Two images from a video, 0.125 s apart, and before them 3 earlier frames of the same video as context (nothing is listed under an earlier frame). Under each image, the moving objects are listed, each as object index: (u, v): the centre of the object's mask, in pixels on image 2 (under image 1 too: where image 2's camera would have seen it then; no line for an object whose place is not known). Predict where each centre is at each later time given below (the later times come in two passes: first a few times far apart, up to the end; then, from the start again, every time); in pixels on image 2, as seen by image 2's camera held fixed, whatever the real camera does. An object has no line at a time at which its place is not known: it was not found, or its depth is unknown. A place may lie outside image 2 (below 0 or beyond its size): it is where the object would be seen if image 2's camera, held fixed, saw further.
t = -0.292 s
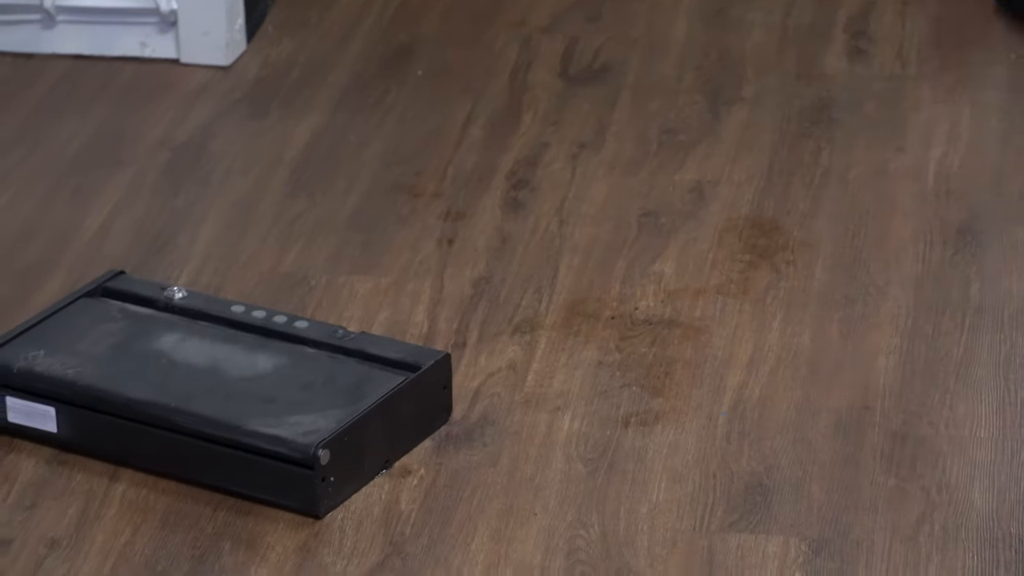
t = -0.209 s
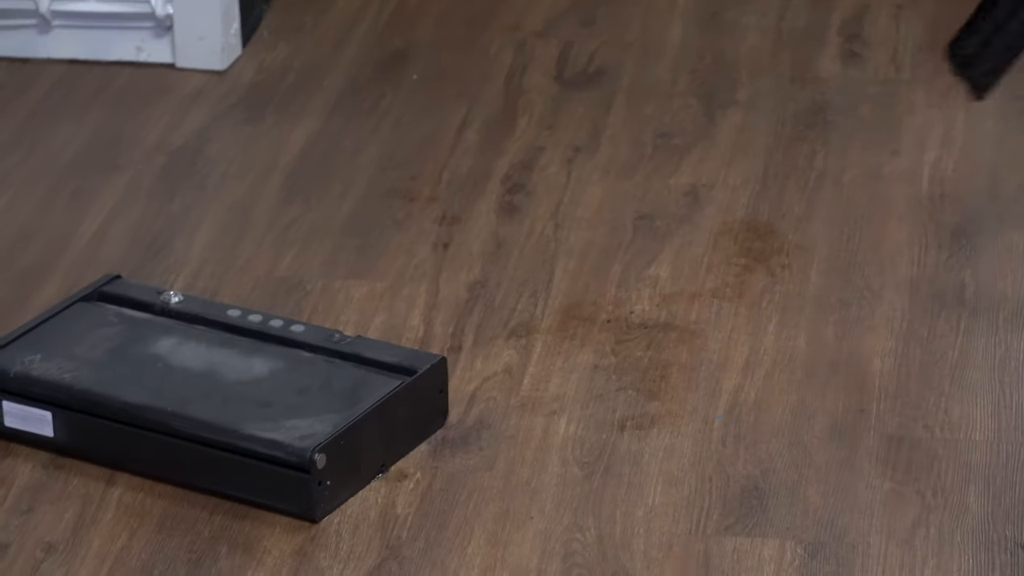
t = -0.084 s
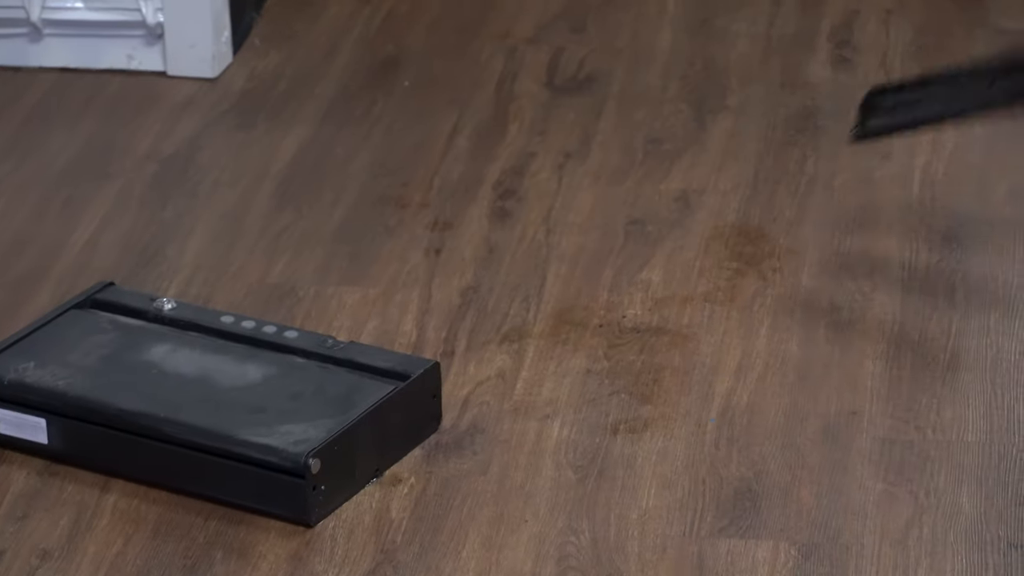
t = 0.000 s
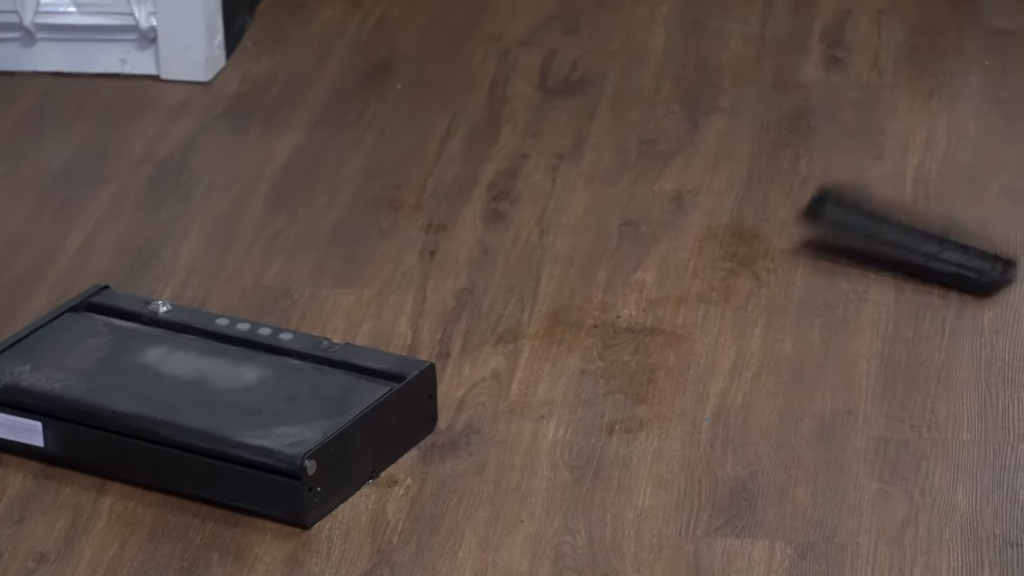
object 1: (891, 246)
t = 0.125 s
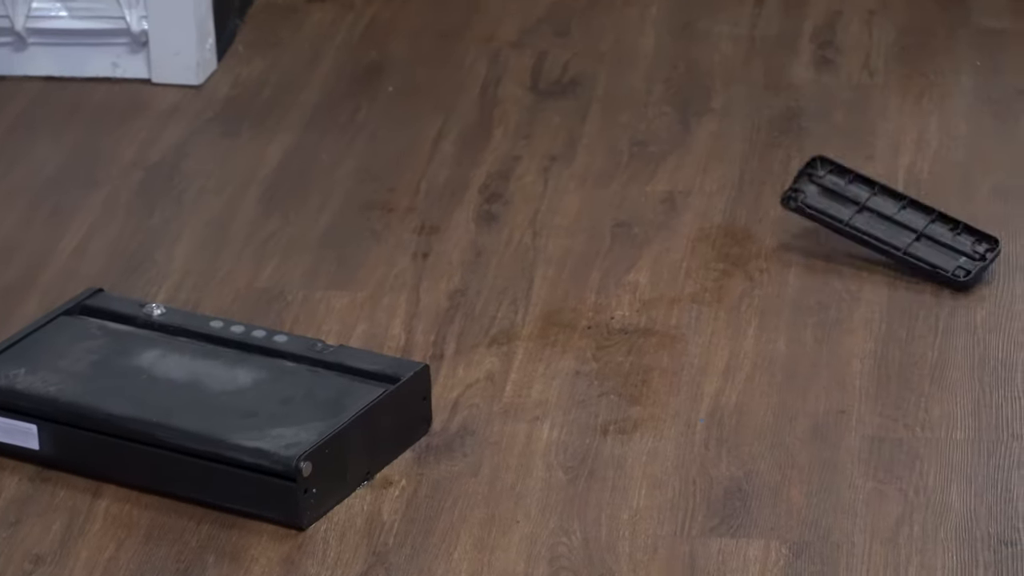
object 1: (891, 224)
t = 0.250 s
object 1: (889, 251)
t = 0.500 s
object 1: (885, 253)
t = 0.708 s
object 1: (886, 254)
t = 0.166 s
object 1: (889, 233)
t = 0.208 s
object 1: (889, 251)
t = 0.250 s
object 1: (889, 251)
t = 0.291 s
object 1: (889, 252)
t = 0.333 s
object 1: (889, 252)
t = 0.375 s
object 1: (889, 253)
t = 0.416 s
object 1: (889, 253)
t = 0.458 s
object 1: (887, 253)
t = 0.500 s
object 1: (885, 253)
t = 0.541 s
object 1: (883, 253)
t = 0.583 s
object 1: (882, 253)
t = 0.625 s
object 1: (882, 253)
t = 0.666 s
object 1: (883, 253)
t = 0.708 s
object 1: (886, 254)
